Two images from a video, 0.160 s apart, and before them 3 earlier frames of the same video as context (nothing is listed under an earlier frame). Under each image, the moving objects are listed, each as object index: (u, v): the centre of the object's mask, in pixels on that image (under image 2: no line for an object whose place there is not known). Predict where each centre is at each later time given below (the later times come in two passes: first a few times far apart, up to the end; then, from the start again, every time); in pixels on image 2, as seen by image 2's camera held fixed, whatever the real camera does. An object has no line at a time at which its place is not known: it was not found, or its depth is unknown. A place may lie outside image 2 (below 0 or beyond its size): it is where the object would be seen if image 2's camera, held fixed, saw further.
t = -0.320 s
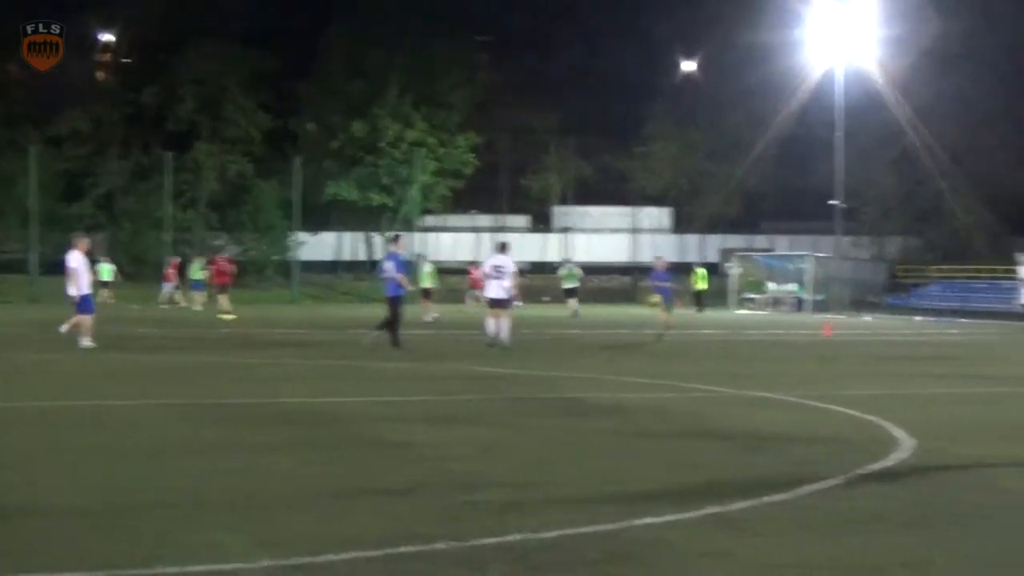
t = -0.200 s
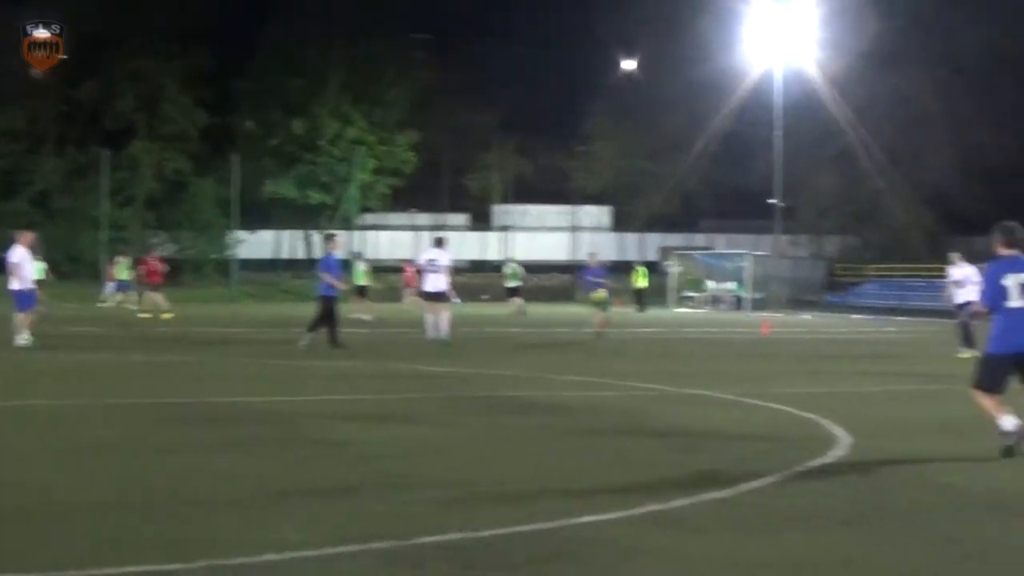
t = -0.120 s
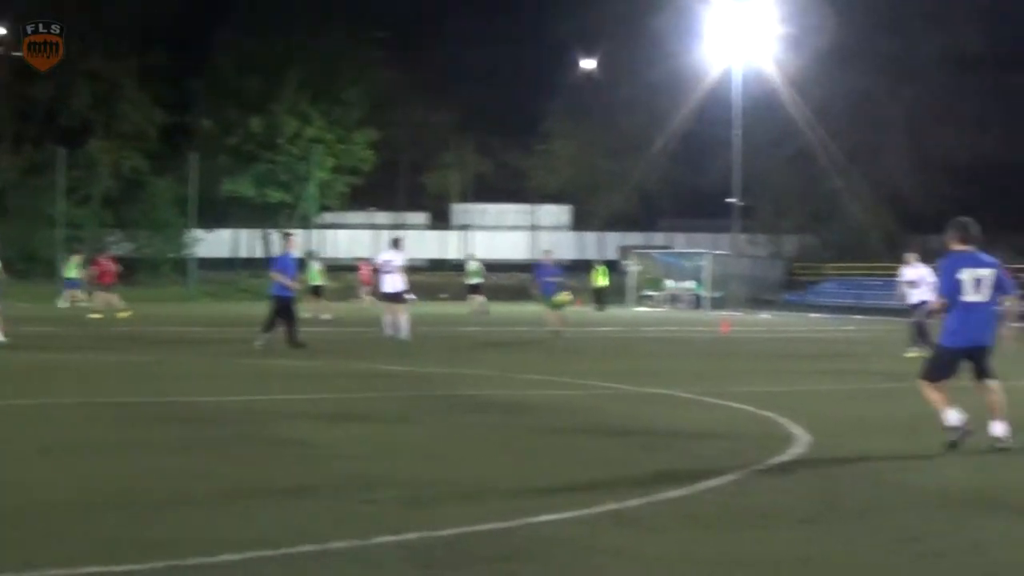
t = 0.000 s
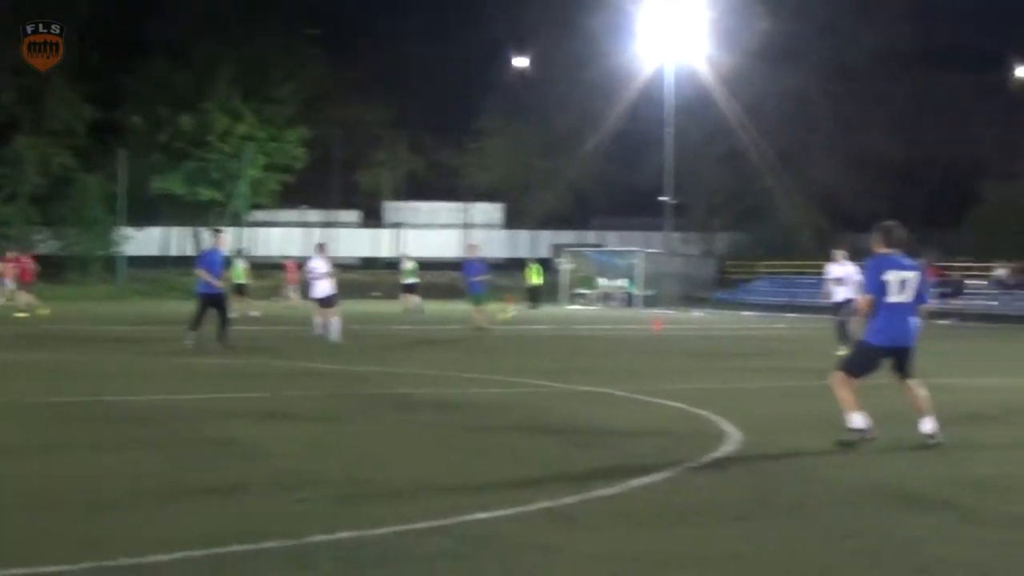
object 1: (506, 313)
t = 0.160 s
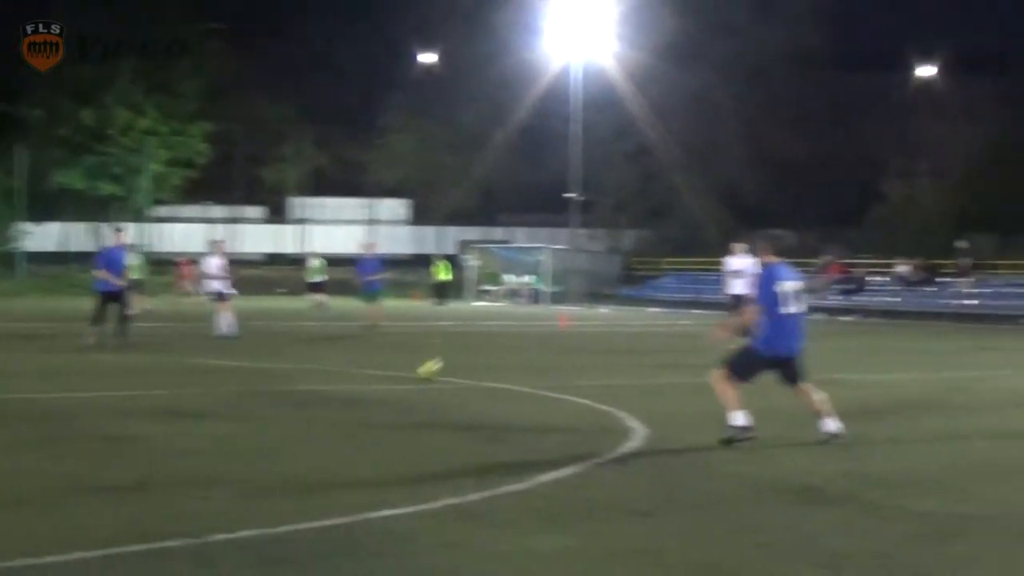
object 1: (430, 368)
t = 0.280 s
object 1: (442, 348)
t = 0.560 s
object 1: (484, 352)
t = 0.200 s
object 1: (433, 363)
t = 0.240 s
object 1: (437, 354)
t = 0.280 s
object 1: (442, 348)
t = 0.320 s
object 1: (447, 344)
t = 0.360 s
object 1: (452, 340)
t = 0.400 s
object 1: (458, 338)
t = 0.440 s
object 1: (464, 339)
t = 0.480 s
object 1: (471, 341)
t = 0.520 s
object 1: (477, 346)
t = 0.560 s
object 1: (484, 352)
